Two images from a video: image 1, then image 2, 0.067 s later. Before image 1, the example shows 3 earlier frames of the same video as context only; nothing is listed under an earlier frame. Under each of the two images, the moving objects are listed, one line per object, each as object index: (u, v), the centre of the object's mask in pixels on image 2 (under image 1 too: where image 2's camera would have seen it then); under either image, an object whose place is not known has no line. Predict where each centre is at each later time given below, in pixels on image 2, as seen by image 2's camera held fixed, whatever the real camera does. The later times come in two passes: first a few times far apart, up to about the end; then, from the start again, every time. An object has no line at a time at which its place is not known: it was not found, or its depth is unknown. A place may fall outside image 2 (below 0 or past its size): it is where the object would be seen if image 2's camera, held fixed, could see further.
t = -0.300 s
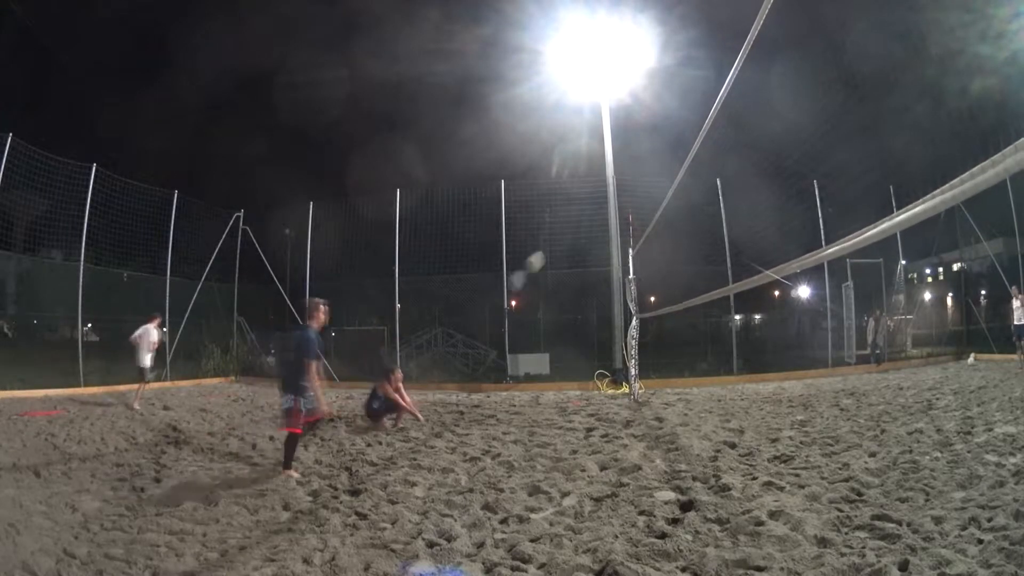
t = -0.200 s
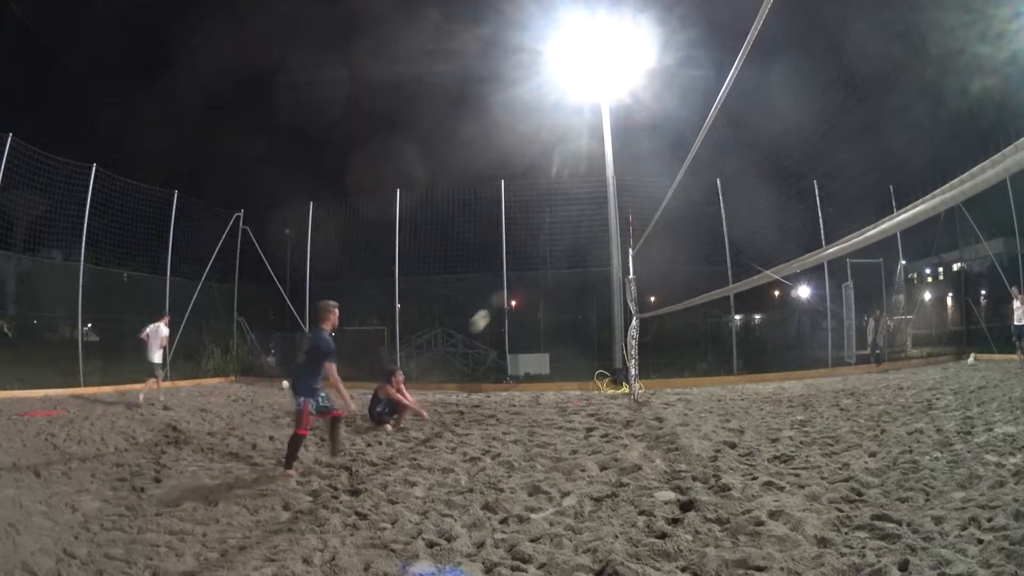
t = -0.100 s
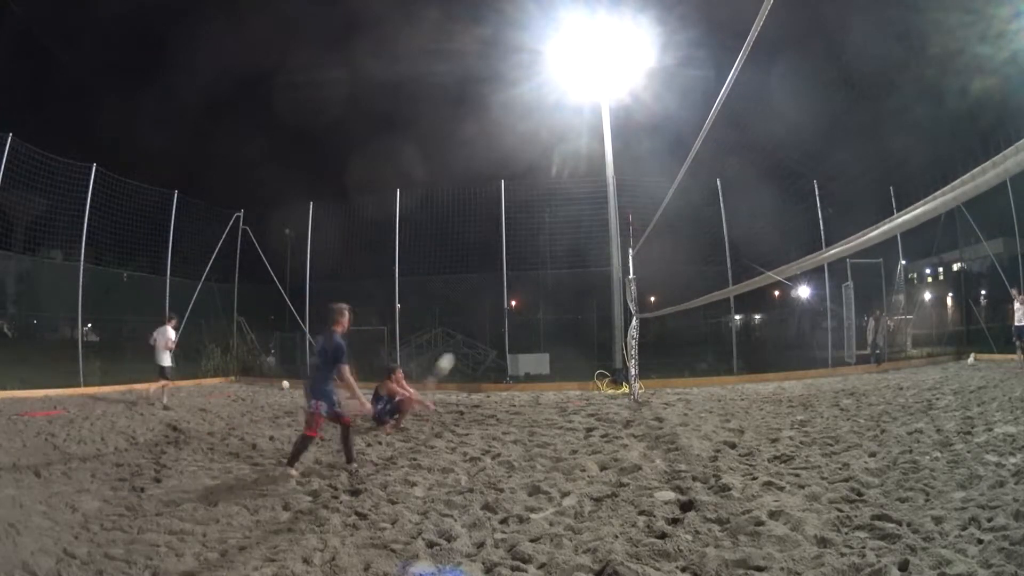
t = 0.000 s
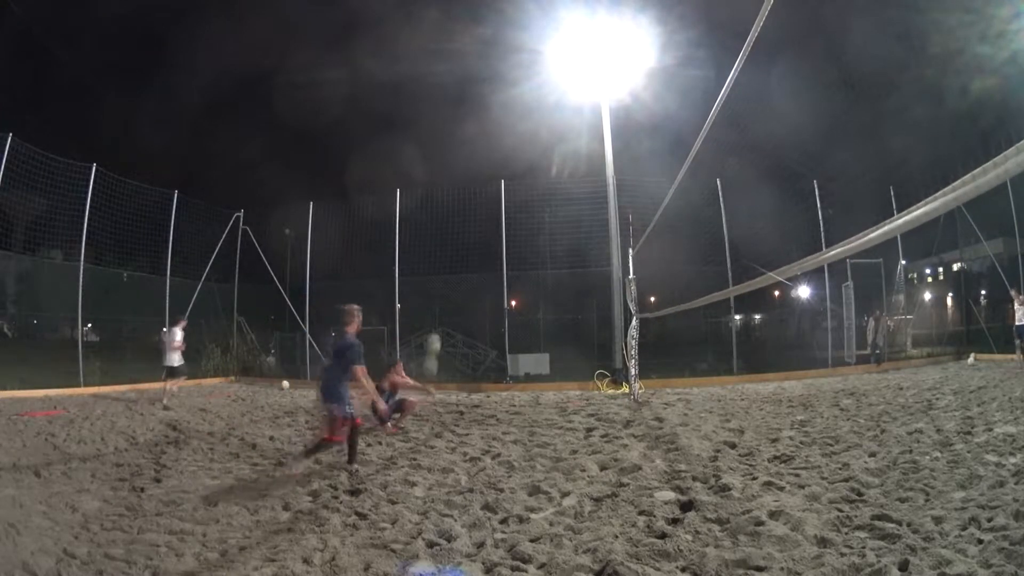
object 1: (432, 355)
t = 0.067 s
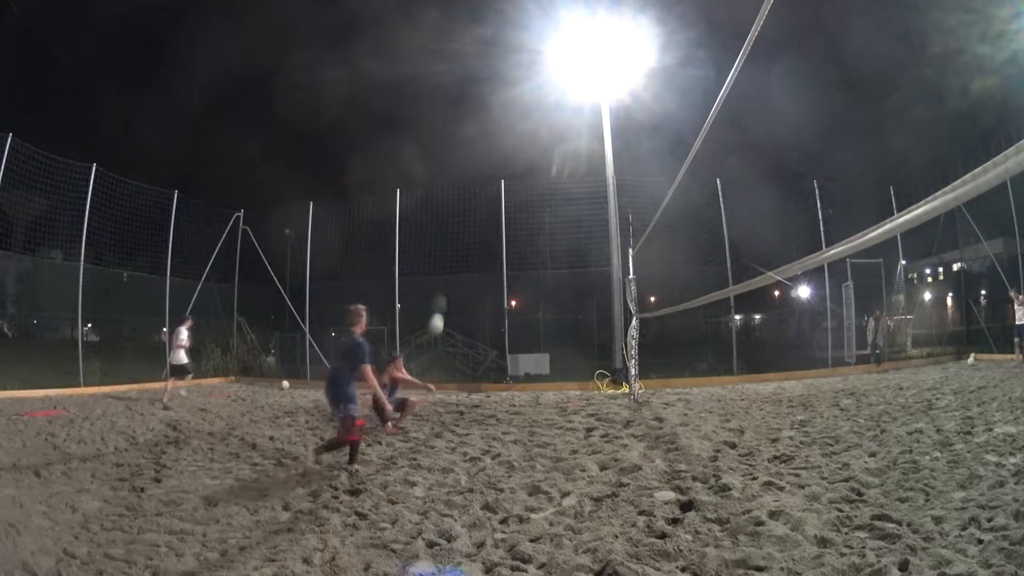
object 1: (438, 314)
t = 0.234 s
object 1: (449, 251)
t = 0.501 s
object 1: (466, 195)
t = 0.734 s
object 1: (480, 183)
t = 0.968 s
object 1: (493, 202)
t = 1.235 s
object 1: (510, 263)
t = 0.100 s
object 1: (439, 305)
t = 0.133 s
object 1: (441, 294)
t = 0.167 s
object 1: (444, 280)
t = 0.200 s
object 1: (447, 265)
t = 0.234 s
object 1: (449, 251)
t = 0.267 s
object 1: (451, 244)
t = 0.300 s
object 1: (454, 233)
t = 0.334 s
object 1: (455, 226)
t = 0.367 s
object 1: (458, 218)
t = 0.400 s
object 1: (460, 210)
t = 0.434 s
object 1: (461, 205)
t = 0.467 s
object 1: (464, 200)
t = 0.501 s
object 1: (466, 195)
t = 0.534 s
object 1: (468, 191)
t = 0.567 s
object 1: (470, 187)
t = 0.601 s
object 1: (472, 186)
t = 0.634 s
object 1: (473, 184)
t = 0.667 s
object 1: (476, 183)
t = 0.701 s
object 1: (478, 183)
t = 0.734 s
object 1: (480, 183)
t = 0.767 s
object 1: (481, 184)
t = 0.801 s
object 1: (484, 186)
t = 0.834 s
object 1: (486, 188)
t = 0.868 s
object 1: (488, 190)
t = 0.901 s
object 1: (490, 194)
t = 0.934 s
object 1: (491, 197)
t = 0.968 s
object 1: (493, 202)
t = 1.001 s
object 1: (495, 207)
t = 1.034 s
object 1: (496, 214)
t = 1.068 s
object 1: (498, 220)
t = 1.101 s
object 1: (500, 228)
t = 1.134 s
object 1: (503, 237)
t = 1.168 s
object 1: (505, 244)
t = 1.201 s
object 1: (507, 255)
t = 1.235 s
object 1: (510, 263)
